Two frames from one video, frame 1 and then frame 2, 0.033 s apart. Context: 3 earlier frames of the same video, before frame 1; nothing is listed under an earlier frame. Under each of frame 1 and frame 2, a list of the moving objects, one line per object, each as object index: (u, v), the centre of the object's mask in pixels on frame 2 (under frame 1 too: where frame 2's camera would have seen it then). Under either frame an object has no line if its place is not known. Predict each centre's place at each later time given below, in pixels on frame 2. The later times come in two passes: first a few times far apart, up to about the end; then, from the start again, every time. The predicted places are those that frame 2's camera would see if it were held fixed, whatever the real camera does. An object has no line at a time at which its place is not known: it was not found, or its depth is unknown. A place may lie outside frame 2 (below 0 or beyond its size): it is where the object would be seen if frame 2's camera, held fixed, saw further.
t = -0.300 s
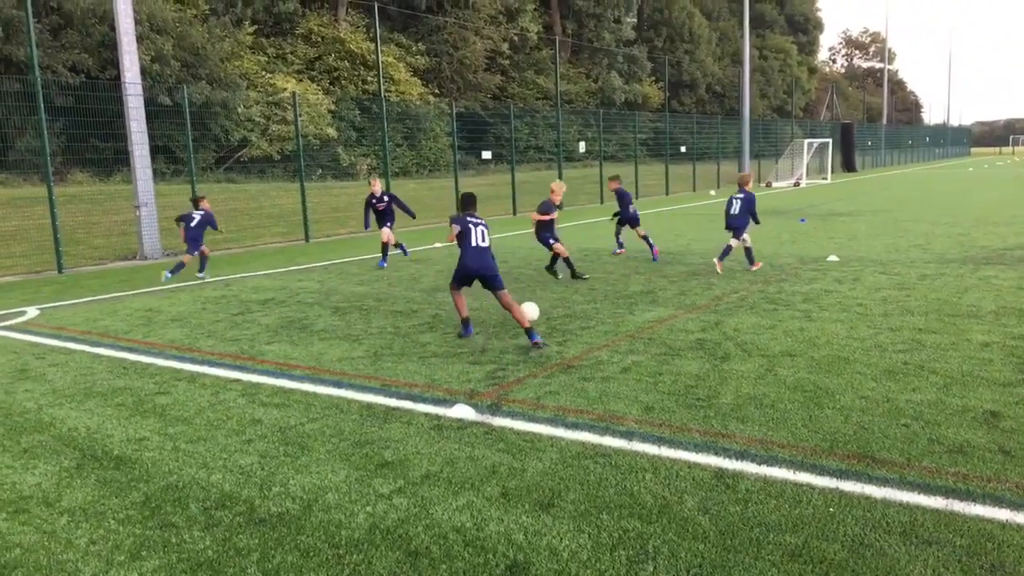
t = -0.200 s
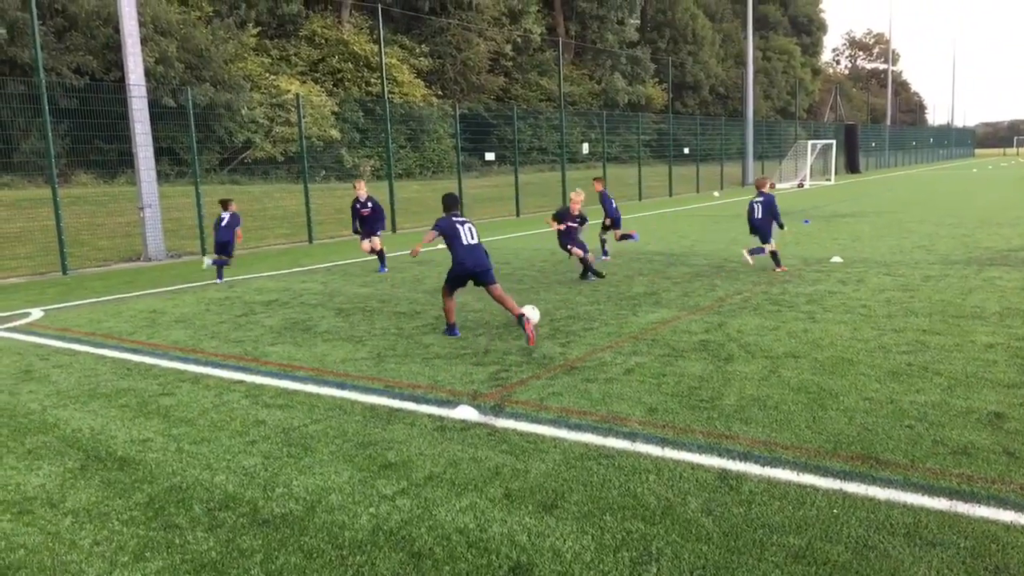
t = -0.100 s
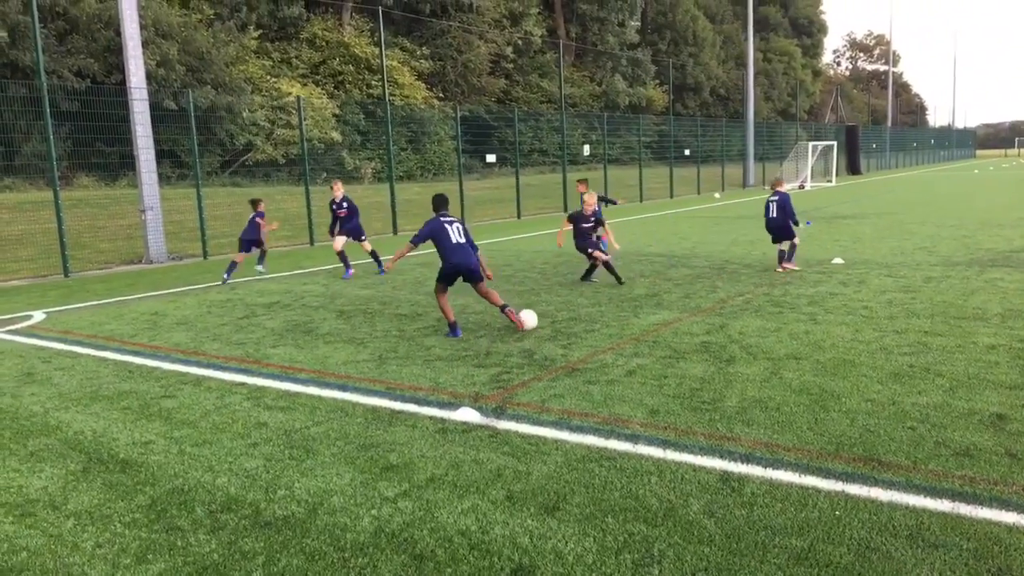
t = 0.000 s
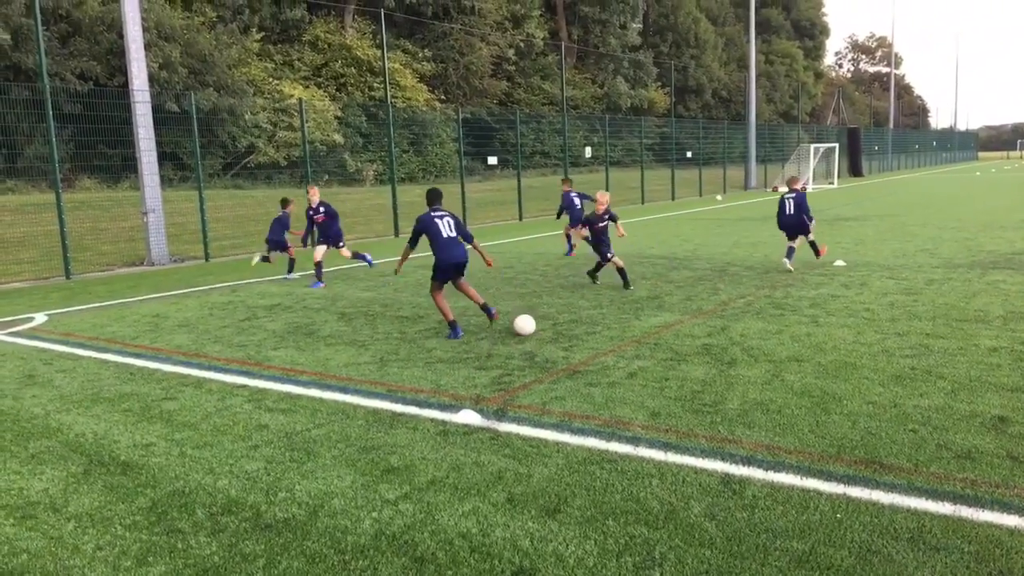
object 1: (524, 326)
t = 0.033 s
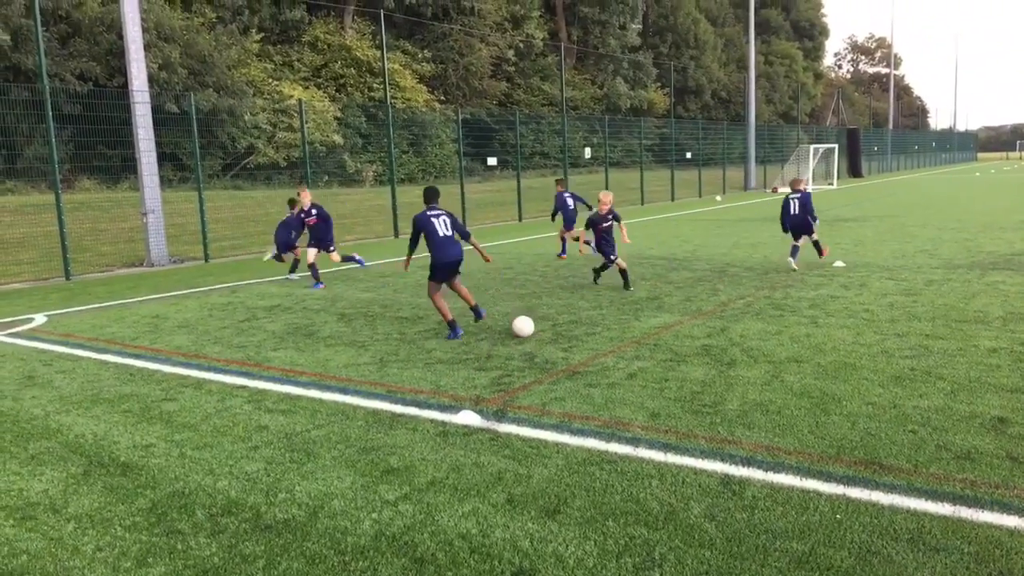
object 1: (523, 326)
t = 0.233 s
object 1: (516, 331)
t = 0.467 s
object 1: (508, 337)
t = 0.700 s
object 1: (501, 341)
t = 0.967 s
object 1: (492, 345)
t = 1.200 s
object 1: (483, 347)
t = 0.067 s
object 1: (522, 327)
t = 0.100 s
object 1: (521, 328)
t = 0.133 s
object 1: (519, 328)
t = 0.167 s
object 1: (518, 329)
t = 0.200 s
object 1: (517, 330)
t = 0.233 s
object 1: (516, 331)
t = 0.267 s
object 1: (514, 332)
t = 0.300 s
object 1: (513, 333)
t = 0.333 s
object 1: (512, 333)
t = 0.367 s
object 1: (511, 334)
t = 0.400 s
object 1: (510, 335)
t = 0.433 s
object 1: (509, 336)
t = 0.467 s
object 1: (508, 337)
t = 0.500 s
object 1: (507, 337)
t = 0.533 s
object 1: (506, 338)
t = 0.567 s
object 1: (505, 338)
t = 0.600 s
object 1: (504, 339)
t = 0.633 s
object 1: (502, 340)
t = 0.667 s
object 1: (502, 340)
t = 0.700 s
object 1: (501, 341)
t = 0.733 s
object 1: (500, 342)
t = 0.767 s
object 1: (499, 342)
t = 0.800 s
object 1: (498, 343)
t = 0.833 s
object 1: (497, 343)
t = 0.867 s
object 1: (496, 343)
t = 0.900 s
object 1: (494, 344)
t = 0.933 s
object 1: (493, 345)
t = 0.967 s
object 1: (492, 345)
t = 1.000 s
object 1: (490, 345)
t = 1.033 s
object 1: (489, 346)
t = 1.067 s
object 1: (488, 346)
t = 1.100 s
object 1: (486, 346)
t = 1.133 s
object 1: (485, 347)
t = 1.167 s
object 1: (484, 347)
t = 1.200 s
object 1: (483, 347)
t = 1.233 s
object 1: (482, 348)
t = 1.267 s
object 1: (481, 348)
